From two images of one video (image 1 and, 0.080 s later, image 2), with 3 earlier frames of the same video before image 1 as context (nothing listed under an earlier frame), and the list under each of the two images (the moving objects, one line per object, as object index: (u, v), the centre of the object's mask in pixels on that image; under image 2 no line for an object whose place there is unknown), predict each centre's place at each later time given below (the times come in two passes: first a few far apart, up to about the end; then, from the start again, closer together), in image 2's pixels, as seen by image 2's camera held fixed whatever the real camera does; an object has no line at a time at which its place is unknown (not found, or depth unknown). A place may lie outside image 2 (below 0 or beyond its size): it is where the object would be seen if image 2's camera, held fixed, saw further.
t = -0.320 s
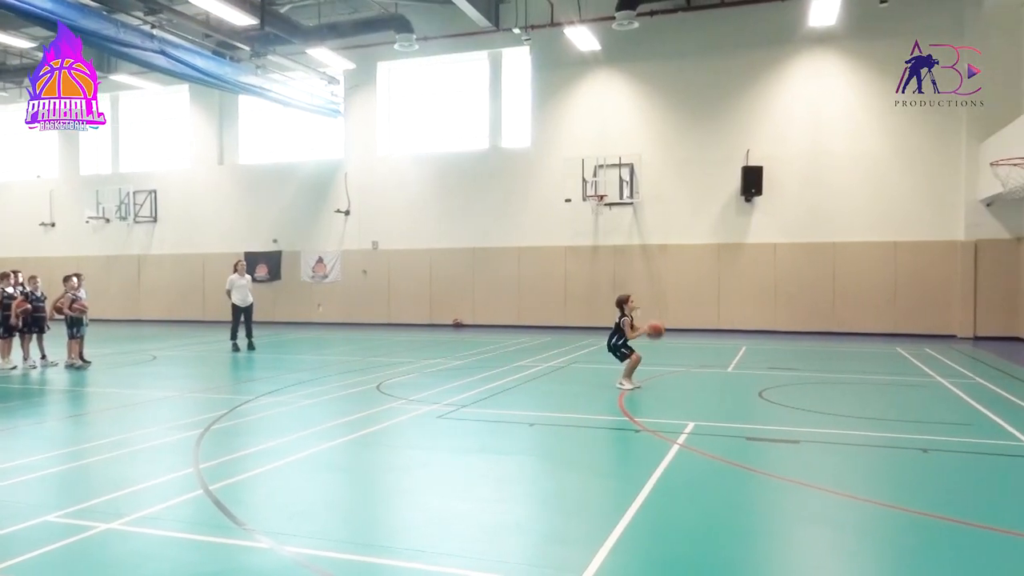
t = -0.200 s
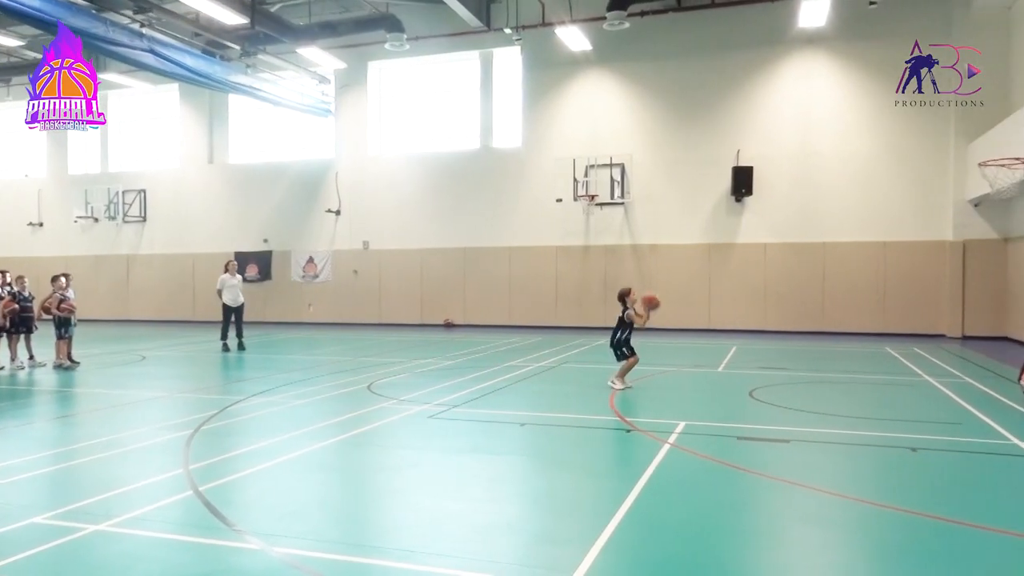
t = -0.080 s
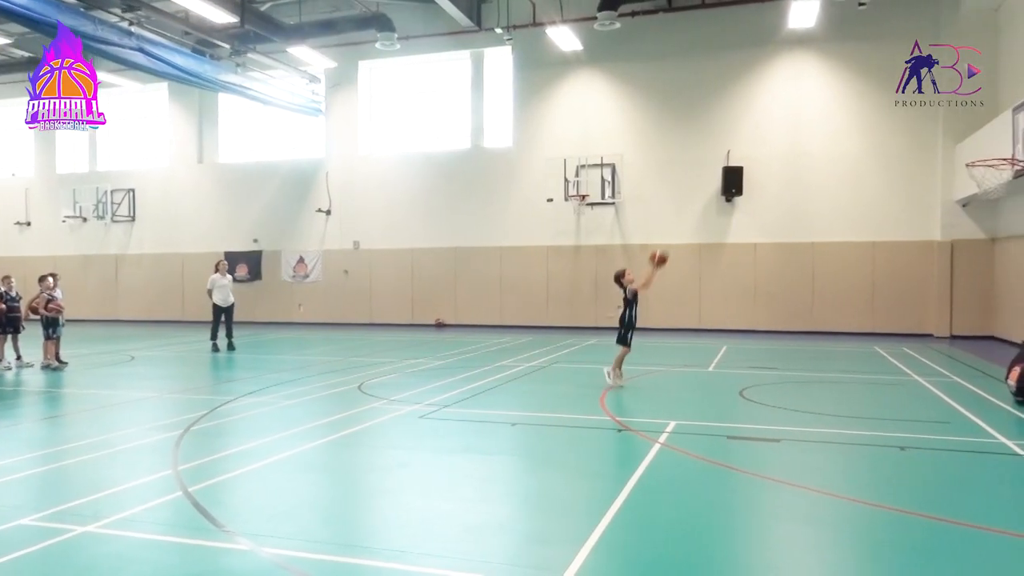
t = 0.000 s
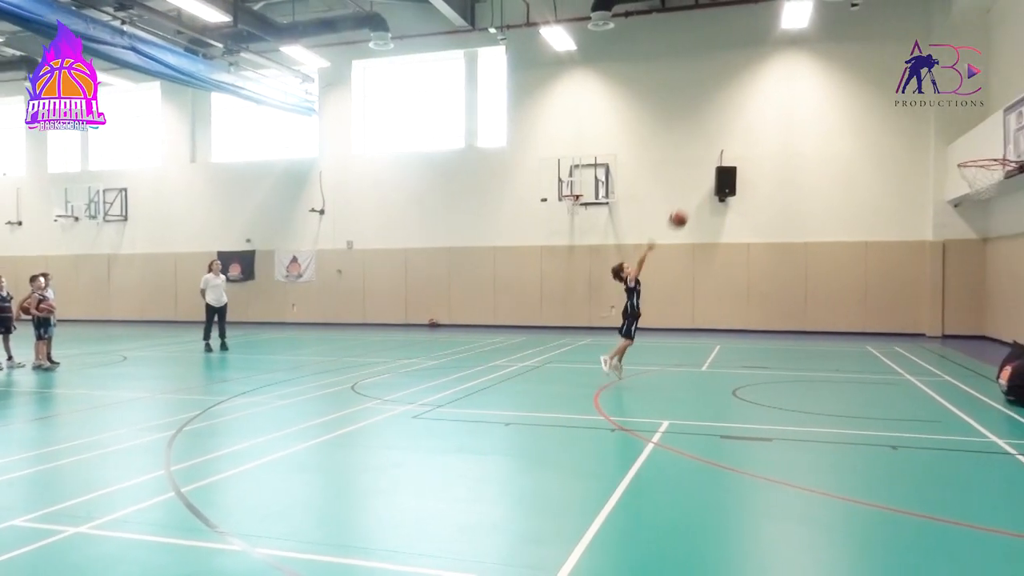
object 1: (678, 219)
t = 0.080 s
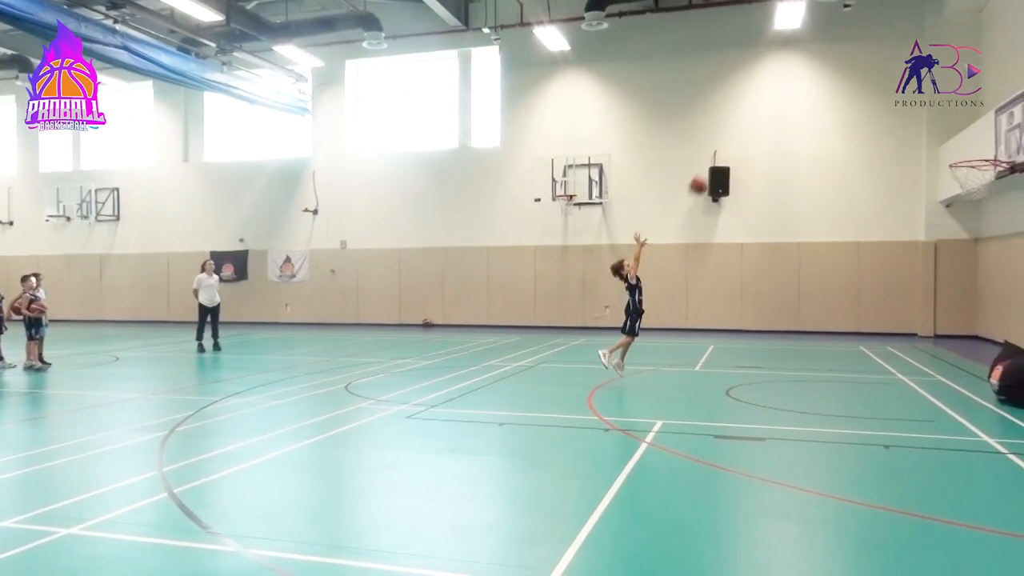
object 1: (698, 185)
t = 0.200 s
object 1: (737, 144)
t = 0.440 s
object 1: (819, 97)
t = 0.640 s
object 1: (892, 95)
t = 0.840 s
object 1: (966, 133)
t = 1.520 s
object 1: (941, 213)
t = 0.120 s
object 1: (711, 170)
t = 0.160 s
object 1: (725, 156)
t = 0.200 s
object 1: (737, 144)
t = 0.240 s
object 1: (750, 133)
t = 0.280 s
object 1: (764, 123)
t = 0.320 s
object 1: (778, 114)
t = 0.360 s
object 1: (791, 107)
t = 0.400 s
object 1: (805, 101)
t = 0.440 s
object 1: (819, 97)
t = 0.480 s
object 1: (833, 94)
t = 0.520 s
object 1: (848, 92)
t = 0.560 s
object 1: (863, 91)
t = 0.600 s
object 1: (877, 93)
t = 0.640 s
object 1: (892, 95)
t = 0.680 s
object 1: (905, 99)
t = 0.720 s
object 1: (923, 106)
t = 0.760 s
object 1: (935, 113)
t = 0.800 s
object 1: (949, 122)
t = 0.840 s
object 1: (966, 133)
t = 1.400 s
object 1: (954, 177)
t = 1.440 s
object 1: (947, 188)
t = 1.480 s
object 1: (945, 200)
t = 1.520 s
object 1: (941, 213)
